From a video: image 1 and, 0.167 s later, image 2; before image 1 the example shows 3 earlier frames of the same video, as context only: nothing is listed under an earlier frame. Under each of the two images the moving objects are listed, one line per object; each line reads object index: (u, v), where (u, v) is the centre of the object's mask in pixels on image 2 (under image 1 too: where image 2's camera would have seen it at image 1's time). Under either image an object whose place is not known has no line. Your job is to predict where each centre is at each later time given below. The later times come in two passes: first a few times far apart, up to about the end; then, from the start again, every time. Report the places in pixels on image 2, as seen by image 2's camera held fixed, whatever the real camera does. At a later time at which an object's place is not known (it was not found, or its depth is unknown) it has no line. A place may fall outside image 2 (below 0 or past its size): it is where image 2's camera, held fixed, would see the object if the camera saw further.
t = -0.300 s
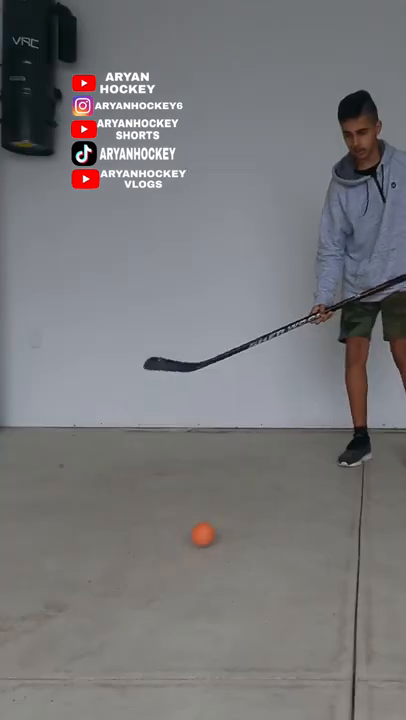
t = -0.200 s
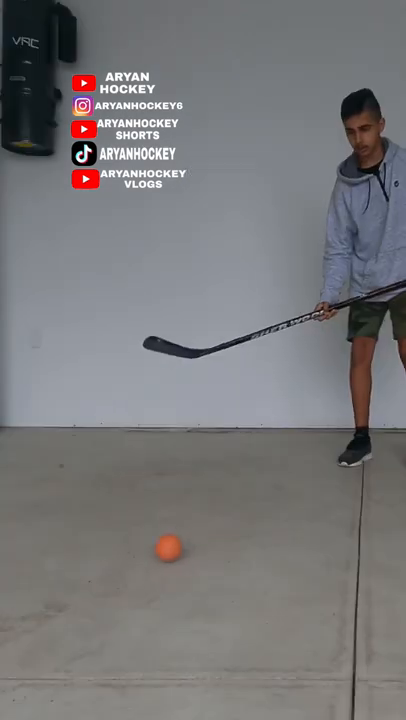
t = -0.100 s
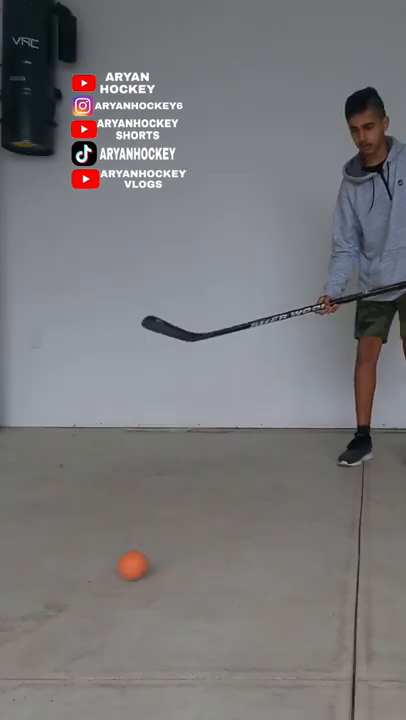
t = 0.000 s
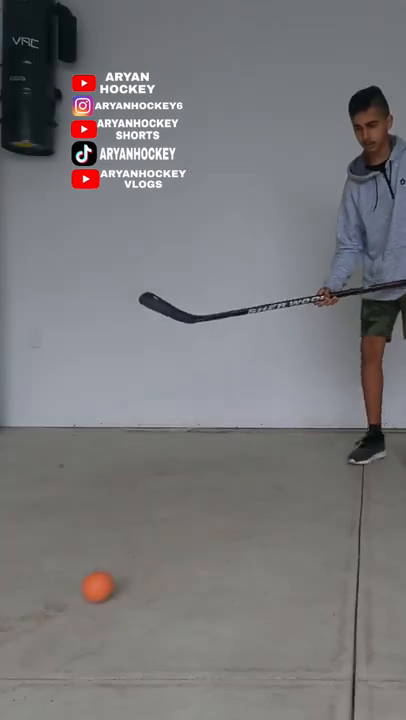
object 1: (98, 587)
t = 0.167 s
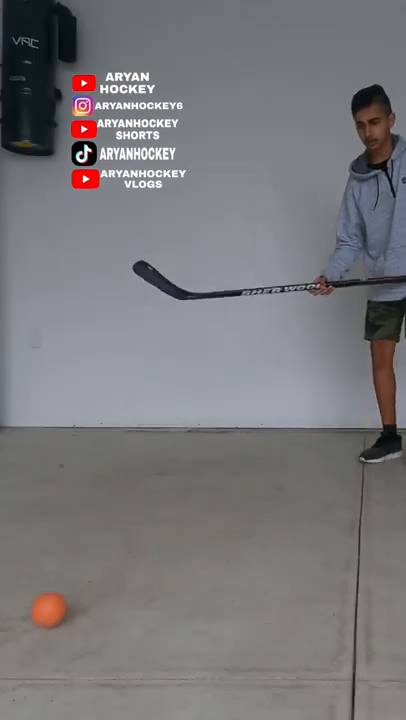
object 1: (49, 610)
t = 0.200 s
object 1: (39, 617)
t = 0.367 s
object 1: (13, 639)
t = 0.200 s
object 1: (39, 617)
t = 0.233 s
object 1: (31, 625)
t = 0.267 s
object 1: (25, 626)
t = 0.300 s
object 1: (18, 634)
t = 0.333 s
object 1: (16, 637)
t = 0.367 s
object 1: (13, 639)
